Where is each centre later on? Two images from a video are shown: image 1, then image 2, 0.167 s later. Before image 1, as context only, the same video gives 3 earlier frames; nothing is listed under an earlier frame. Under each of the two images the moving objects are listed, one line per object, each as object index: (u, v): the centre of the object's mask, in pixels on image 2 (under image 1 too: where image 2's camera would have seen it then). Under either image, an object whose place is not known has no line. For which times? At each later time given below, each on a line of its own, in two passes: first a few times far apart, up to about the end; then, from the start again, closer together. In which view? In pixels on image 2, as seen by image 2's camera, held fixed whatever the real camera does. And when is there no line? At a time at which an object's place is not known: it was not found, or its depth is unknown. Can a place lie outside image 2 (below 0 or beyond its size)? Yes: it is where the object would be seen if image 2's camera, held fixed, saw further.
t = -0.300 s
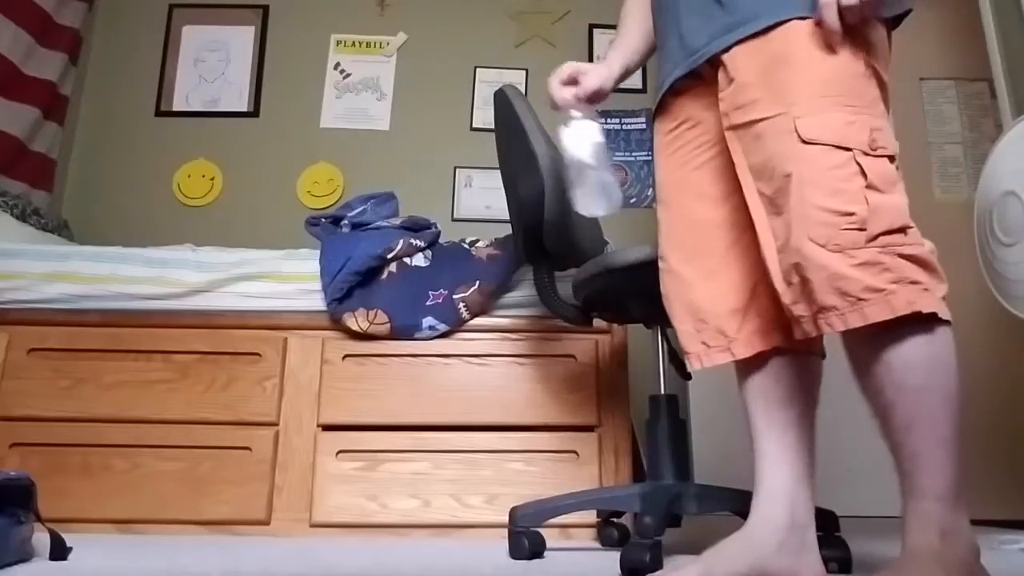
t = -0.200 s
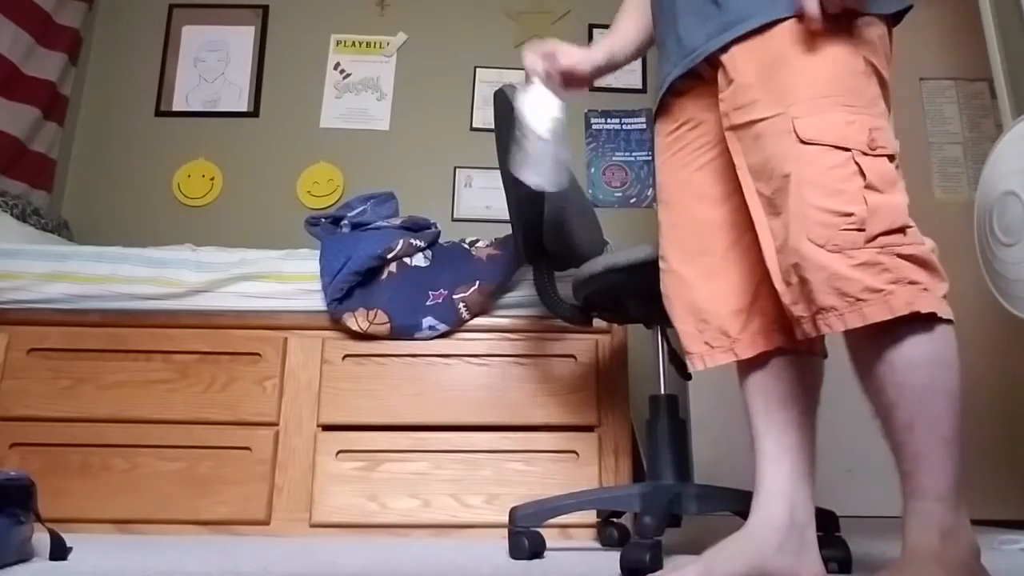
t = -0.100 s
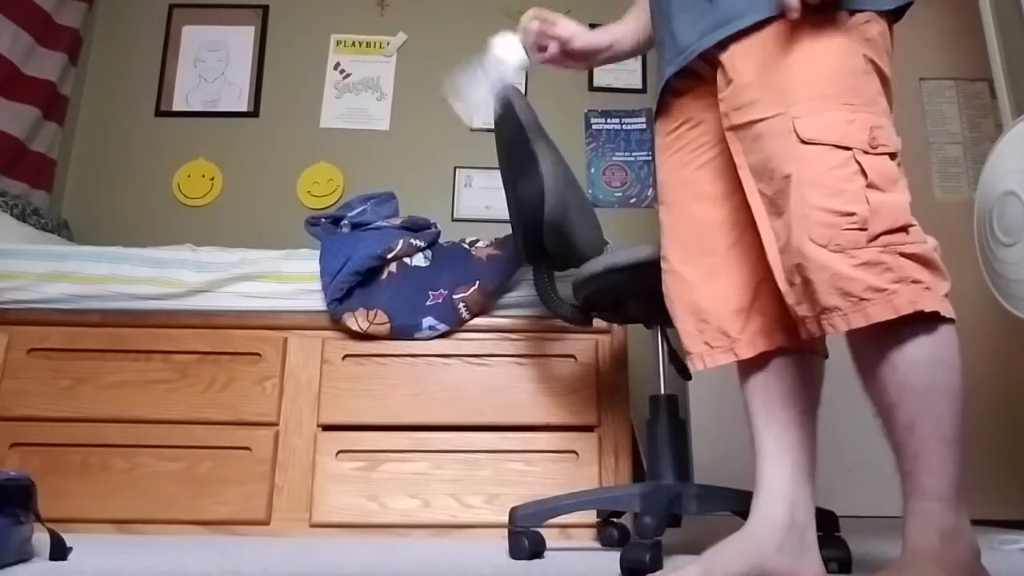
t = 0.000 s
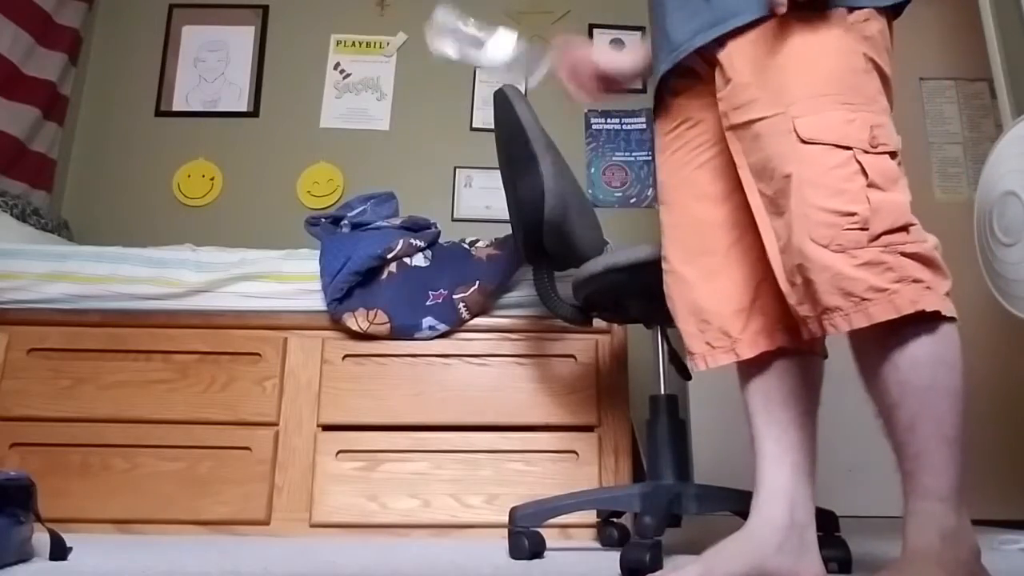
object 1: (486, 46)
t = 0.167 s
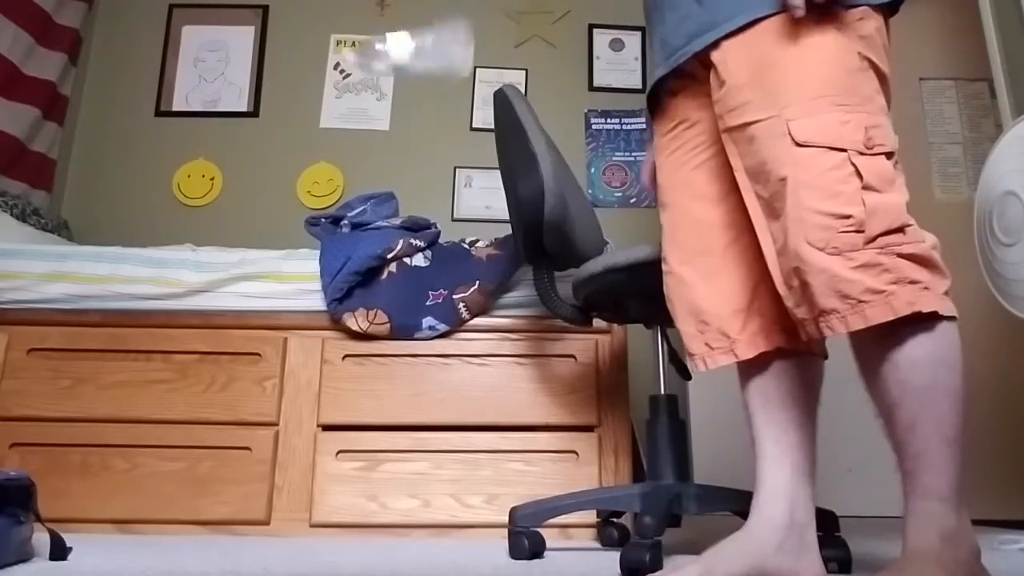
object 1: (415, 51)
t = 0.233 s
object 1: (414, 93)
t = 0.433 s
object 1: (393, 472)
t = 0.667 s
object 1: (408, 508)
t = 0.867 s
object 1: (398, 505)
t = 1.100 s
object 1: (394, 506)
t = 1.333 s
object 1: (393, 507)
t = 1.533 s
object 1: (393, 506)
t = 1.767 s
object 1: (393, 507)
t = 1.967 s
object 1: (393, 506)
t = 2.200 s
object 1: (393, 506)
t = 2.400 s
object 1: (393, 506)
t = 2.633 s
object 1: (393, 506)
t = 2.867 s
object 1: (393, 506)
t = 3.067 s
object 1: (393, 506)
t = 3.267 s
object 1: (393, 506)
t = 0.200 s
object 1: (414, 66)
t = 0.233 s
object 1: (414, 93)
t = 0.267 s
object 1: (414, 127)
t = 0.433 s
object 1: (393, 472)
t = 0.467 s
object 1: (394, 506)
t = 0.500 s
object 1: (400, 506)
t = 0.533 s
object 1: (404, 507)
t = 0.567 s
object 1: (407, 508)
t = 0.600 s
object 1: (408, 508)
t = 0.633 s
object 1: (408, 508)
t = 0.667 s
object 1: (408, 508)
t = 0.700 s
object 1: (409, 509)
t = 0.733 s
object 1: (409, 508)
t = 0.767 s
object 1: (408, 508)
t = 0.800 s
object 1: (406, 507)
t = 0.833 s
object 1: (403, 506)
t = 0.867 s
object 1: (398, 505)
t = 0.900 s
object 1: (392, 506)
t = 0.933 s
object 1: (389, 506)
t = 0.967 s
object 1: (388, 506)
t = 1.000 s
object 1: (391, 506)
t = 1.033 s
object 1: (394, 506)
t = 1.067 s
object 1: (395, 507)
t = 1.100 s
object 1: (394, 506)
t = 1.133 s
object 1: (393, 507)
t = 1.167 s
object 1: (393, 506)
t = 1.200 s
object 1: (394, 507)
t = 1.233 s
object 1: (393, 506)
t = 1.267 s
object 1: (393, 507)
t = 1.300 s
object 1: (393, 507)
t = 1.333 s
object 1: (393, 507)
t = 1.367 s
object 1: (393, 506)
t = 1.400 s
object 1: (393, 507)
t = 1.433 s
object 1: (393, 506)
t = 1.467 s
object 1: (393, 507)
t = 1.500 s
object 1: (393, 507)
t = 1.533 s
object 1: (393, 506)
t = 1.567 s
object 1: (393, 507)
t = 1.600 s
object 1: (393, 506)
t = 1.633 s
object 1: (393, 506)
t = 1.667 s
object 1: (393, 506)
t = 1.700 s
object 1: (393, 506)
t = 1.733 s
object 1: (393, 507)
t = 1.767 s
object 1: (393, 507)
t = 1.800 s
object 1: (393, 506)
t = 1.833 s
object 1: (393, 507)
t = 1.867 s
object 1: (393, 506)
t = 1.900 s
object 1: (393, 506)
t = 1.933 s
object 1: (393, 506)
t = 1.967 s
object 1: (393, 506)
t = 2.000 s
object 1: (393, 506)
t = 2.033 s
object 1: (393, 506)
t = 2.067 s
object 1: (393, 506)
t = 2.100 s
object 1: (393, 506)
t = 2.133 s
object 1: (393, 506)
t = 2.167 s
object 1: (393, 506)
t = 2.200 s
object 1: (393, 506)
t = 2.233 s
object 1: (393, 506)
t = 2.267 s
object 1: (393, 506)
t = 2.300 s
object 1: (393, 506)
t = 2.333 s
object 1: (393, 506)
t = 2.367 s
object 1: (393, 506)
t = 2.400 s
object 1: (393, 506)
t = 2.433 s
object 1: (393, 506)
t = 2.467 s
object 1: (393, 506)
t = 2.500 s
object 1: (393, 506)
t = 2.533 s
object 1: (393, 506)
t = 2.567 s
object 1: (393, 506)
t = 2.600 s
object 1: (393, 506)
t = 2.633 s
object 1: (393, 506)
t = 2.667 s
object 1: (393, 506)
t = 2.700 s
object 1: (393, 506)
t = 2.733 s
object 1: (393, 506)
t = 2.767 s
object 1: (393, 506)
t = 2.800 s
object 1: (393, 506)
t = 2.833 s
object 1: (393, 506)
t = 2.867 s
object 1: (393, 506)
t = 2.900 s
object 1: (393, 506)
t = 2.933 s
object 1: (393, 506)
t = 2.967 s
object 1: (393, 506)
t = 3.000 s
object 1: (393, 506)
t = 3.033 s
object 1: (393, 506)
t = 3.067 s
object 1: (393, 506)
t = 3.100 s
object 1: (393, 506)
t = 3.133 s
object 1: (393, 506)
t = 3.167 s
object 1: (393, 506)
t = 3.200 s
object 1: (393, 506)
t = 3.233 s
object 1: (393, 506)
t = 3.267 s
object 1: (393, 506)
